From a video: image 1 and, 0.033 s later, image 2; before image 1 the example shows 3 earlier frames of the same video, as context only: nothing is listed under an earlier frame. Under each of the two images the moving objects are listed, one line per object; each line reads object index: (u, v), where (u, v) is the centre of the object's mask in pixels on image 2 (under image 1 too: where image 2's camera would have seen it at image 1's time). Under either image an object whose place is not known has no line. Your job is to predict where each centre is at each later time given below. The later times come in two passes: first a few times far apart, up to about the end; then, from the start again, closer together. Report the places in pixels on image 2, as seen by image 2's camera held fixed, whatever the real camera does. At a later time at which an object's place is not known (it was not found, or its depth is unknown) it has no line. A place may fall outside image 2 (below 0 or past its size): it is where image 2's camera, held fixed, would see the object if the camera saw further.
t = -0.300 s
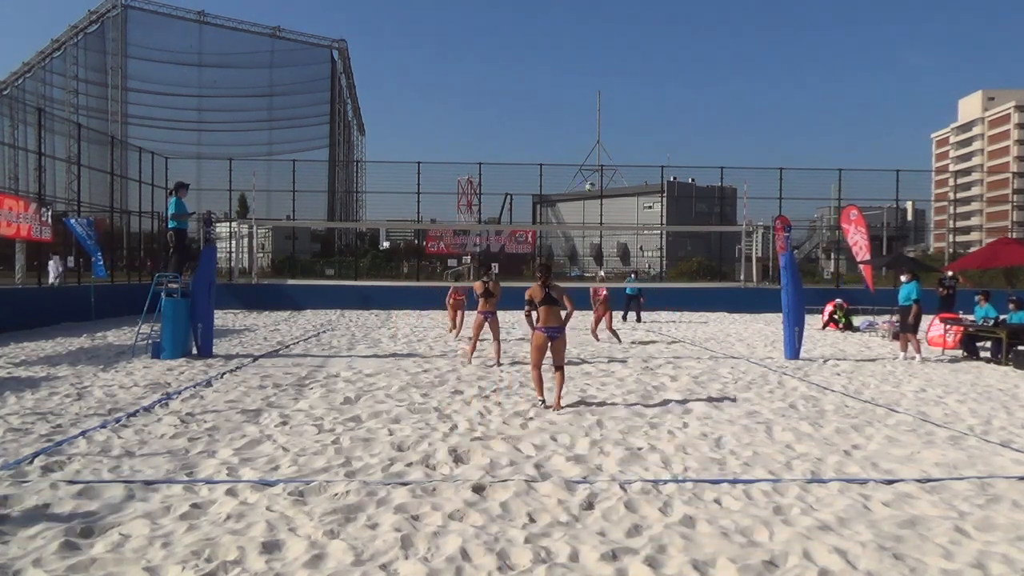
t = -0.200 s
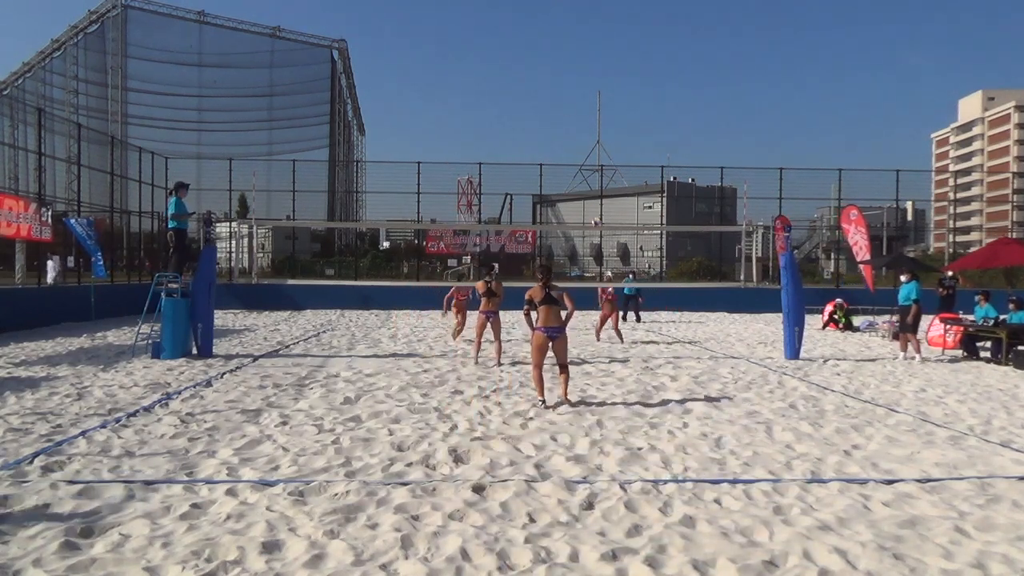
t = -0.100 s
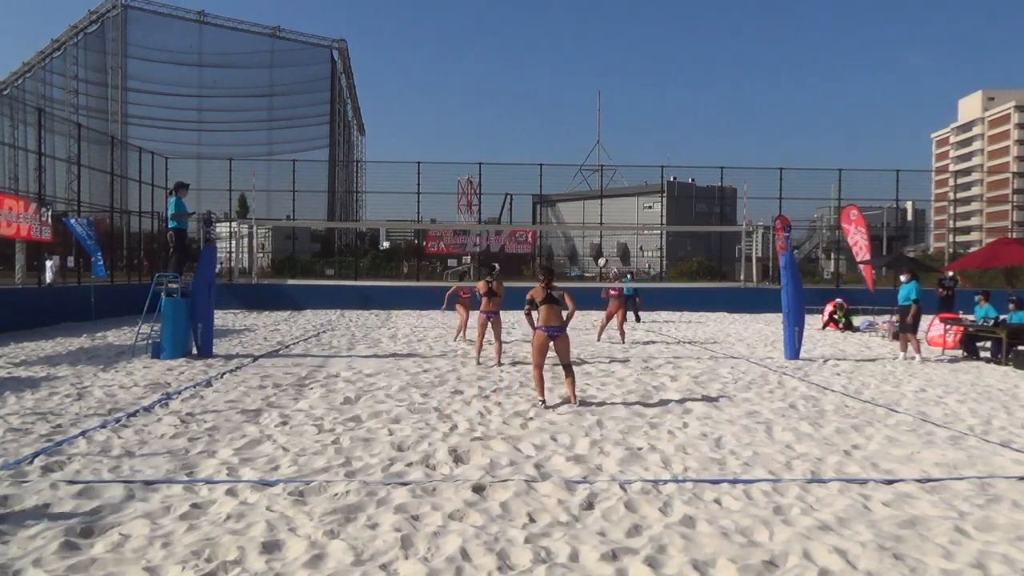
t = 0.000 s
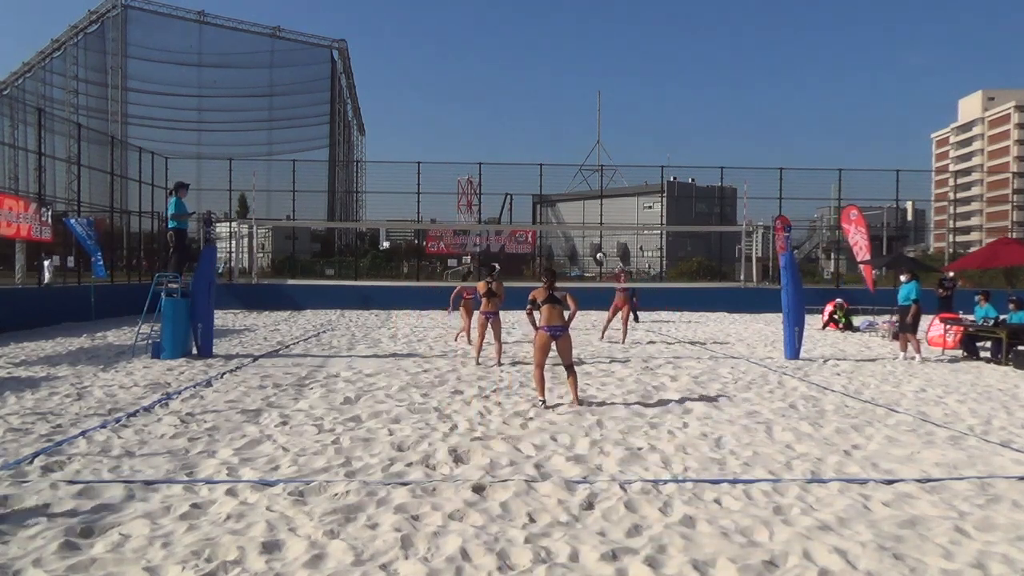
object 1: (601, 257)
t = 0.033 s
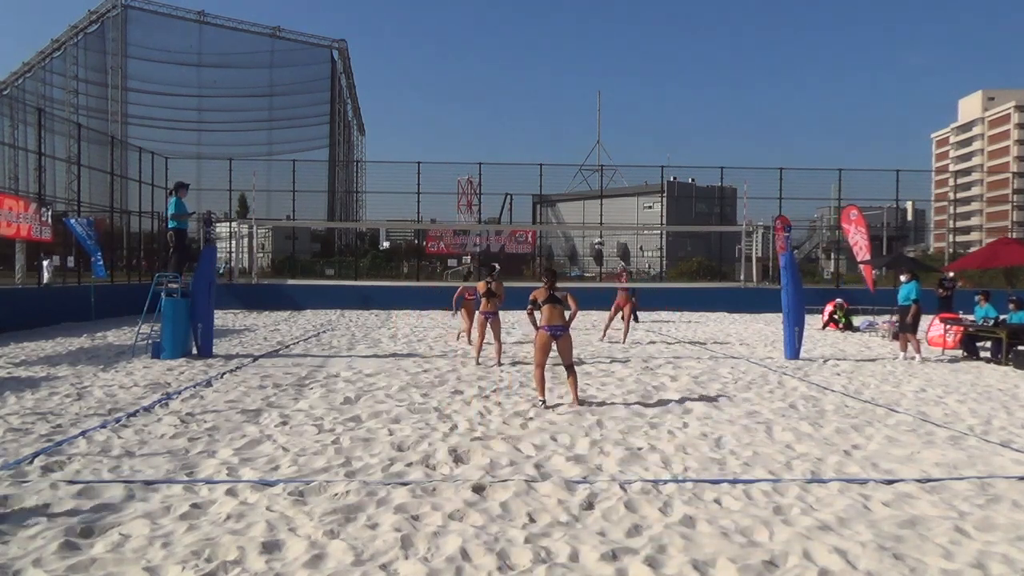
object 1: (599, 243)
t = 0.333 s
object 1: (576, 157)
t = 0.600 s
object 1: (555, 116)
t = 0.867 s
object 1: (531, 112)
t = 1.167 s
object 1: (504, 155)
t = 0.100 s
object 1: (594, 220)
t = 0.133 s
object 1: (591, 210)
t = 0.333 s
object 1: (576, 157)
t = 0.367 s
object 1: (574, 150)
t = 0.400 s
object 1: (571, 143)
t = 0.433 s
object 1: (568, 138)
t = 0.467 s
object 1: (566, 132)
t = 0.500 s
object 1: (563, 126)
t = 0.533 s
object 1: (560, 123)
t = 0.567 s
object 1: (557, 120)
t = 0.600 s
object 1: (555, 116)
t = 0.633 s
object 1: (552, 114)
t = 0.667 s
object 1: (549, 112)
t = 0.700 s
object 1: (546, 110)
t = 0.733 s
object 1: (543, 109)
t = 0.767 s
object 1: (541, 108)
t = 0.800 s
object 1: (537, 108)
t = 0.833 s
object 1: (534, 110)
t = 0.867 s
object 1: (531, 112)
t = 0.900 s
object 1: (529, 114)
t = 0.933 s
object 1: (526, 117)
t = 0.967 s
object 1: (522, 121)
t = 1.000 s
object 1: (519, 124)
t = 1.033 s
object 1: (517, 129)
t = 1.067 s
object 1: (514, 134)
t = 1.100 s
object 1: (510, 141)
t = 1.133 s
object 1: (507, 147)
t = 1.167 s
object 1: (504, 155)
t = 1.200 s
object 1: (501, 162)
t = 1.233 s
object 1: (497, 172)
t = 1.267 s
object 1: (494, 181)
